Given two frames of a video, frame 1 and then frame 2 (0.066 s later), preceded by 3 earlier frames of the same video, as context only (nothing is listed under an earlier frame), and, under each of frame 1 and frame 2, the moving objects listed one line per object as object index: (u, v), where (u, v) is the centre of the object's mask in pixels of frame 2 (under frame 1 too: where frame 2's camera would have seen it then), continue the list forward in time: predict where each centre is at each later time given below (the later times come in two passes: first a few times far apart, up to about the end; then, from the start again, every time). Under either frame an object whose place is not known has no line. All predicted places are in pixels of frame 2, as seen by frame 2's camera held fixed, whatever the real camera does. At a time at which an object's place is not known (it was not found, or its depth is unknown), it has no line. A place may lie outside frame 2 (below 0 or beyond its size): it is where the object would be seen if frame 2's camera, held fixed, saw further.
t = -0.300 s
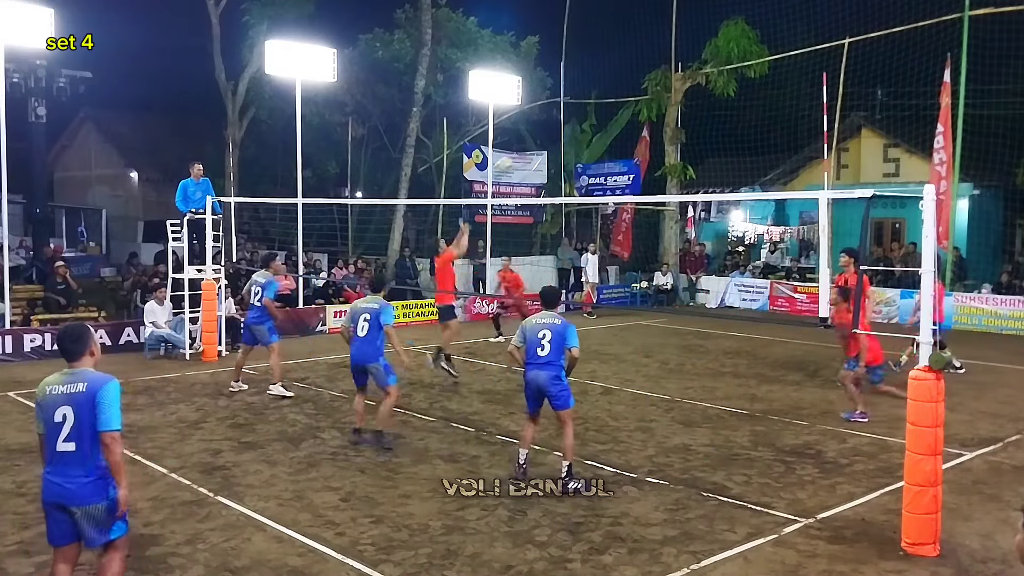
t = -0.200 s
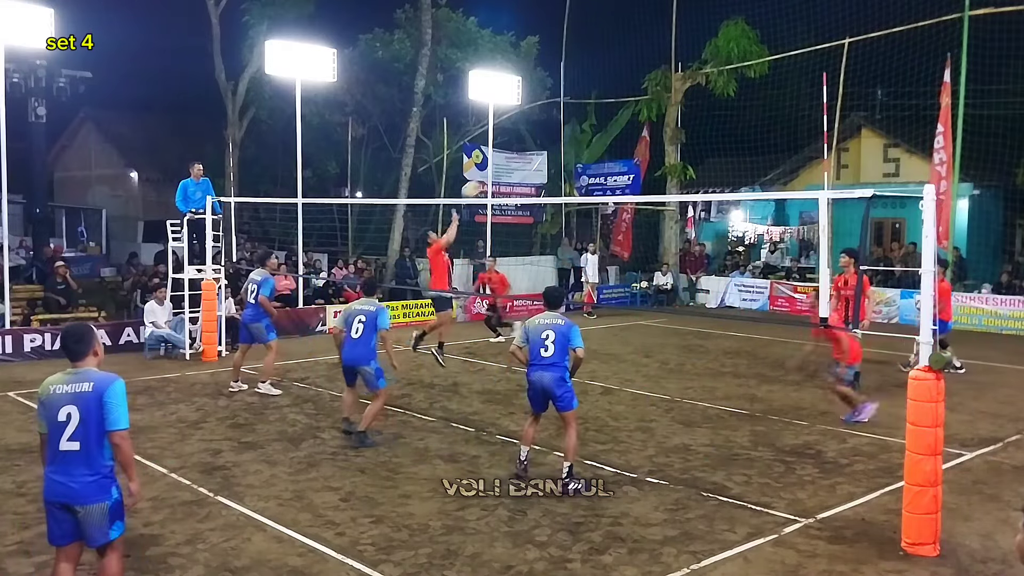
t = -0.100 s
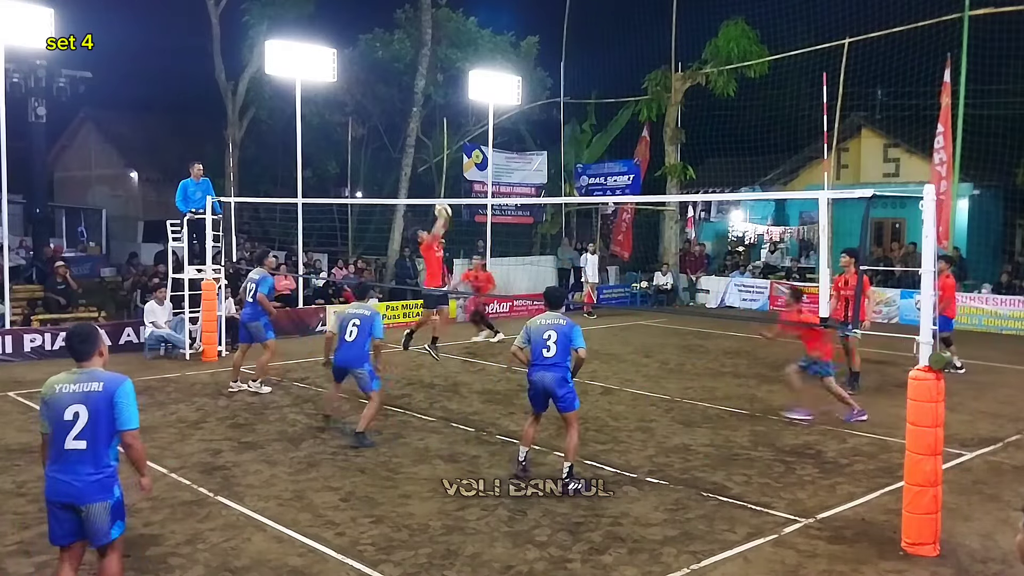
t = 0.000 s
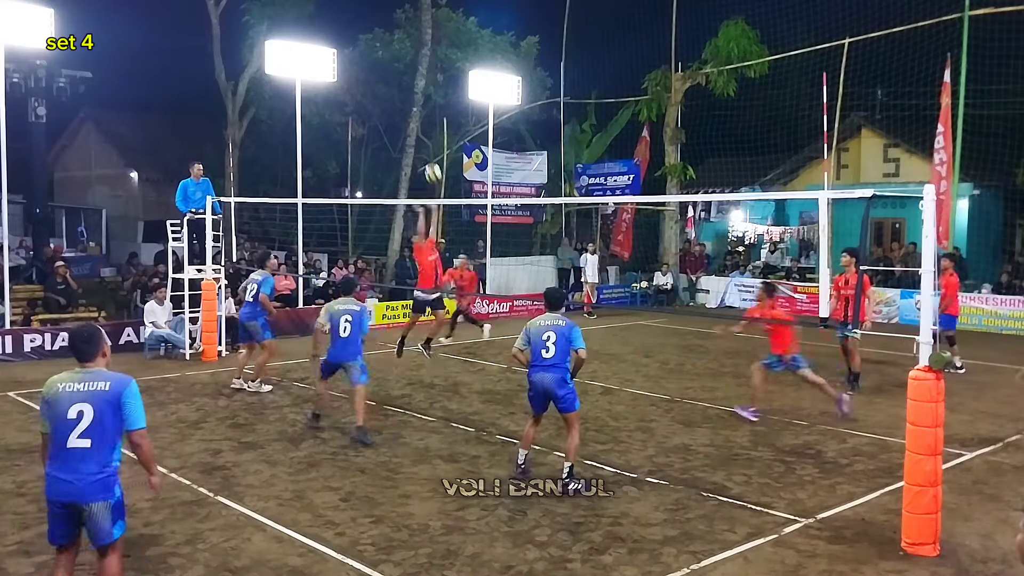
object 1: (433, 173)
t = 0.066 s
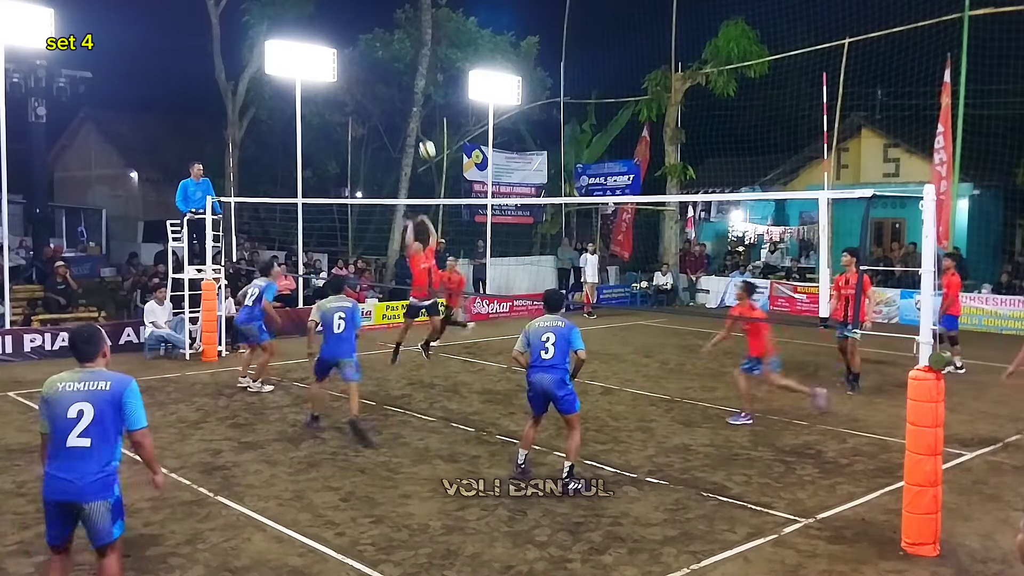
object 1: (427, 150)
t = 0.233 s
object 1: (412, 107)
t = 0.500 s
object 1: (389, 82)
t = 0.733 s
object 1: (370, 101)
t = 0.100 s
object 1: (424, 139)
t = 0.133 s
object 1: (421, 129)
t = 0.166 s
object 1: (418, 121)
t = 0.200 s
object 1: (415, 114)
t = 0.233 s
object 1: (412, 107)
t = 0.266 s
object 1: (409, 101)
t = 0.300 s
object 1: (406, 96)
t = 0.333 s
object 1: (403, 92)
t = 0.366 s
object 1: (400, 88)
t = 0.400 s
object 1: (397, 85)
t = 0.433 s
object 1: (394, 83)
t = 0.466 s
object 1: (391, 82)
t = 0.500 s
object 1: (389, 82)
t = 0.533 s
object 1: (386, 82)
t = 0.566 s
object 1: (383, 83)
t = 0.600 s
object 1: (381, 86)
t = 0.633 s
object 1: (378, 88)
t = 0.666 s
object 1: (375, 92)
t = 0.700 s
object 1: (372, 96)
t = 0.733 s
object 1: (370, 101)
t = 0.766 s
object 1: (367, 107)
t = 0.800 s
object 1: (365, 114)
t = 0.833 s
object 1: (362, 121)
